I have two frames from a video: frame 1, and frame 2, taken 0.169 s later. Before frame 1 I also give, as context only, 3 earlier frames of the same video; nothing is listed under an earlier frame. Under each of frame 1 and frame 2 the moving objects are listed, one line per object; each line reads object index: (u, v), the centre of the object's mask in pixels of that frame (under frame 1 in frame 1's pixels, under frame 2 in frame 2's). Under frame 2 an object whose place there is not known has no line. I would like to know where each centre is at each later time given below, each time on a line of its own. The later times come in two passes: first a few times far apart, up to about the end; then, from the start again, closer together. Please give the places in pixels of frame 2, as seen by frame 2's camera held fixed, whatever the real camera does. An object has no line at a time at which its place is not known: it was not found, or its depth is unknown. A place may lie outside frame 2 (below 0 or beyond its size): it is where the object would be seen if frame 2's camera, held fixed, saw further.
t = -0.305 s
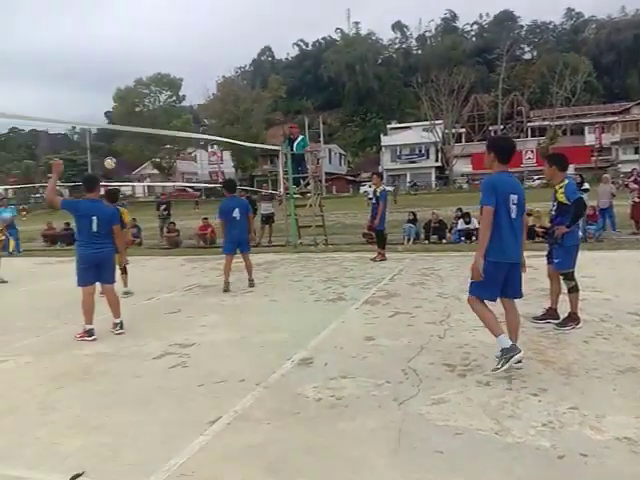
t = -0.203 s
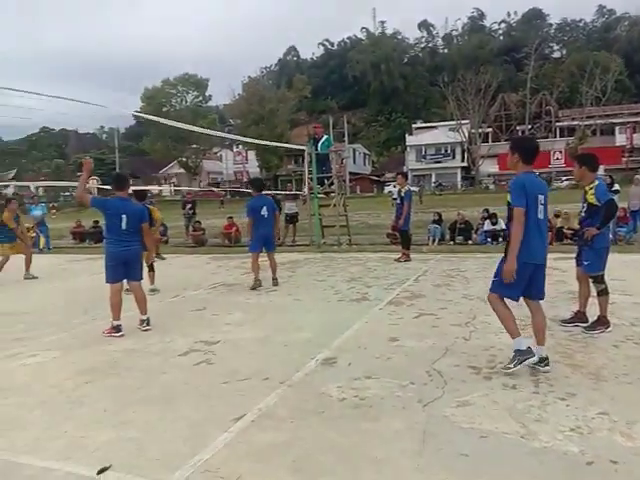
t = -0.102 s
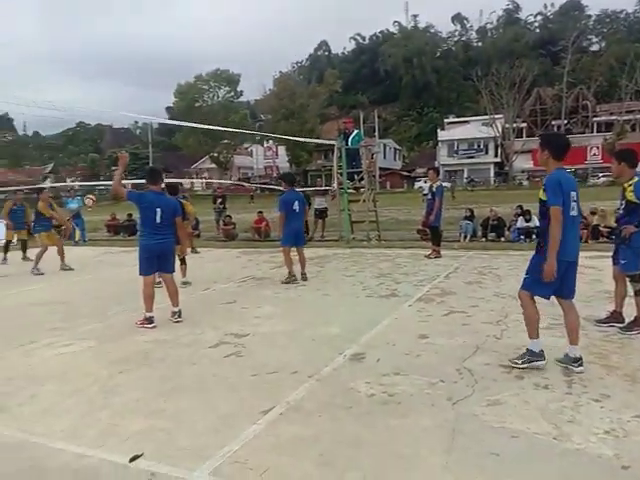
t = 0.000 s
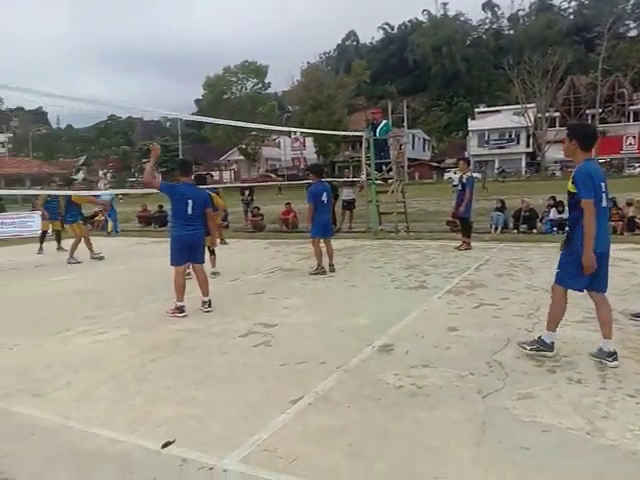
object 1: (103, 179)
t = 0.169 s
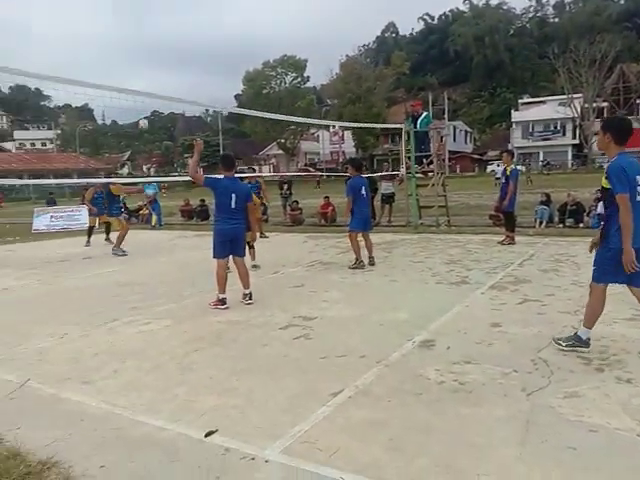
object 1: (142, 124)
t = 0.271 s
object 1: (141, 99)
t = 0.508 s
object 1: (139, 56)
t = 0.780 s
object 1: (137, 42)
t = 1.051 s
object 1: (138, 69)
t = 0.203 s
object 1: (143, 116)
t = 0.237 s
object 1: (143, 106)
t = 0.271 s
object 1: (141, 99)
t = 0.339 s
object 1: (140, 82)
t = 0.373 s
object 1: (139, 76)
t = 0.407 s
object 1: (139, 70)
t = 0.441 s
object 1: (138, 64)
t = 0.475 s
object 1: (138, 60)
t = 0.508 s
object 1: (139, 56)
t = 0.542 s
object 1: (138, 52)
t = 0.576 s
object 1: (138, 49)
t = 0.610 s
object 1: (137, 46)
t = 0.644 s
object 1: (137, 44)
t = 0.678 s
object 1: (137, 42)
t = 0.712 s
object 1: (136, 41)
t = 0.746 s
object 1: (136, 42)
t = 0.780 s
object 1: (137, 42)
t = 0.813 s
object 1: (136, 43)
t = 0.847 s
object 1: (136, 45)
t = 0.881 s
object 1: (137, 47)
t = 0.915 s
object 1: (137, 50)
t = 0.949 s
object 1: (137, 54)
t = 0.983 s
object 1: (137, 58)
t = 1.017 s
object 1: (137, 63)
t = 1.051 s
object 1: (138, 69)
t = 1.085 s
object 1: (139, 75)
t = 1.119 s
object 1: (139, 81)
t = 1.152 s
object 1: (140, 88)
